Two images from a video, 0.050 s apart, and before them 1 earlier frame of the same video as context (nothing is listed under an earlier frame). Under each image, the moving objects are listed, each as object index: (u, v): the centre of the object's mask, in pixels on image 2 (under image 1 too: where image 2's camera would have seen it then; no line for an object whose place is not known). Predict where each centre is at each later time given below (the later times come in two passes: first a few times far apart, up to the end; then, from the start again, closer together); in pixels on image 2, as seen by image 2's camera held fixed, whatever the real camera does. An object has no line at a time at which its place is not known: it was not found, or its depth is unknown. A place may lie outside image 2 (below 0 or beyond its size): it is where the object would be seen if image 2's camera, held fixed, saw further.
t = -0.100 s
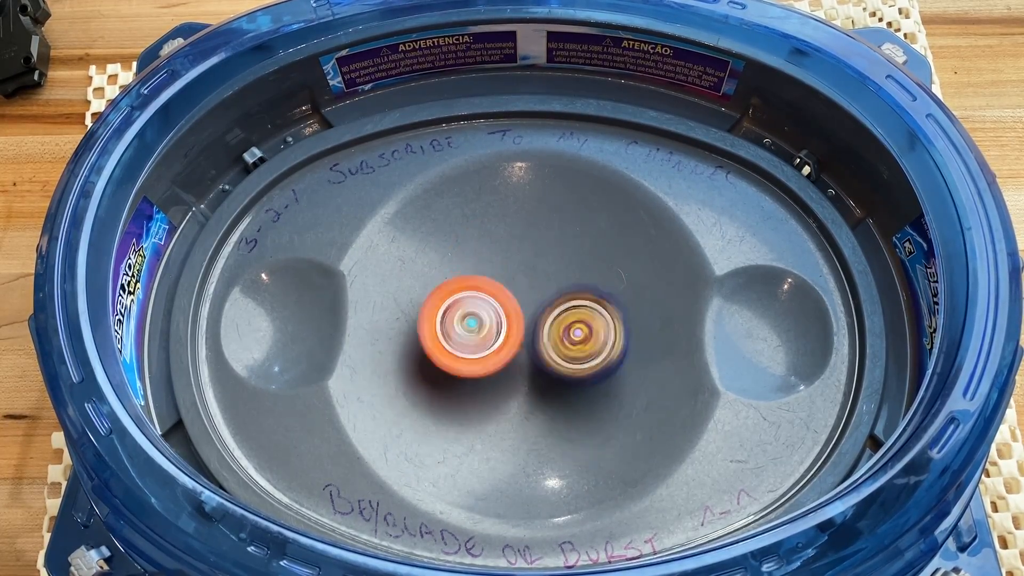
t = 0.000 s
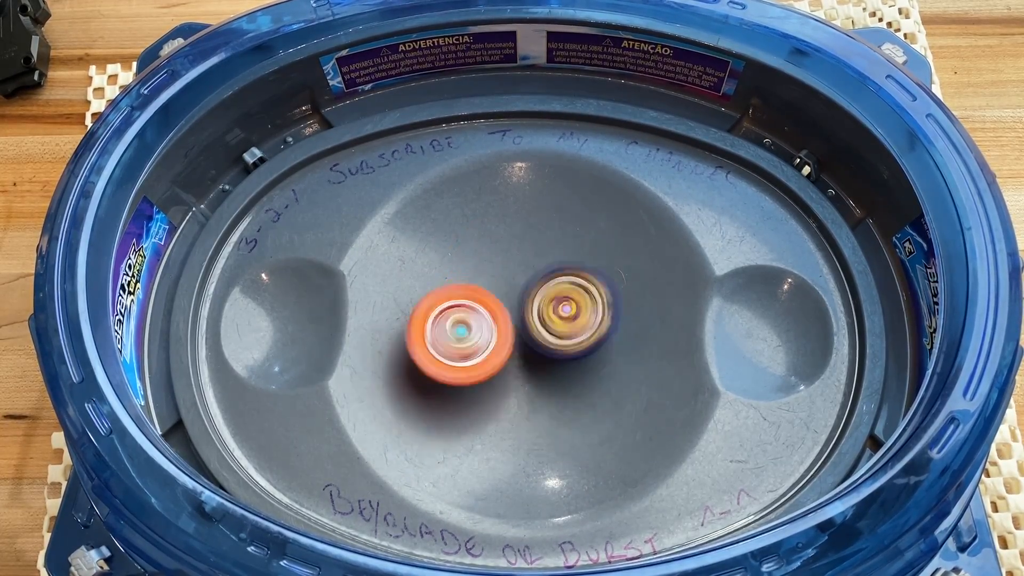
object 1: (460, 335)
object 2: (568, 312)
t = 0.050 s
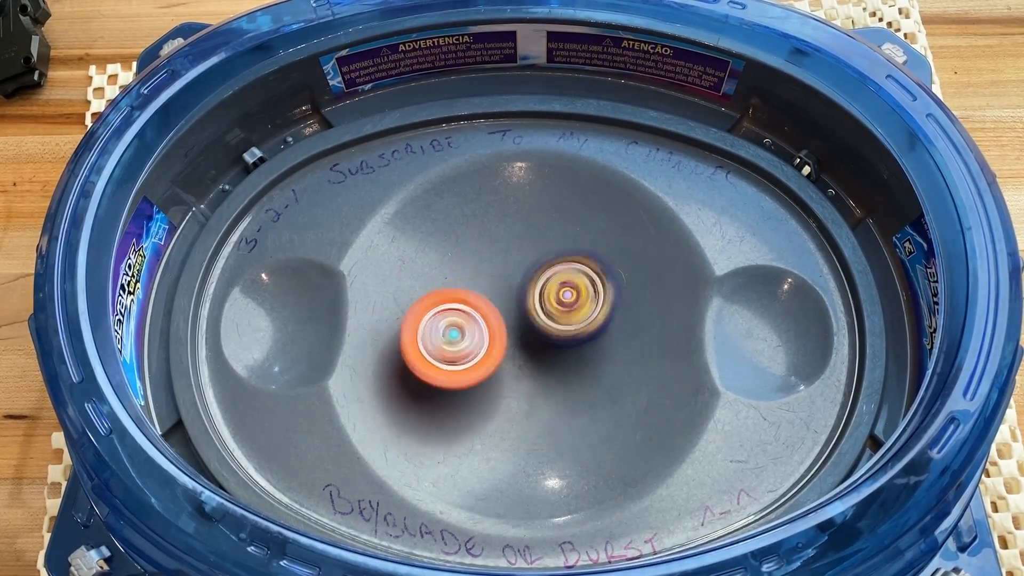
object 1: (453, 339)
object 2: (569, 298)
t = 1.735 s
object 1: (555, 391)
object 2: (490, 269)
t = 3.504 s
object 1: (551, 266)
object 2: (493, 351)
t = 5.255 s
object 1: (481, 277)
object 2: (538, 366)
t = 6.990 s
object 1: (469, 322)
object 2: (584, 343)
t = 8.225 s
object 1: (481, 345)
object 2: (563, 357)
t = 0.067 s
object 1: (451, 341)
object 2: (570, 293)
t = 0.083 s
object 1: (450, 343)
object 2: (570, 290)
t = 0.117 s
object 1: (449, 346)
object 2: (571, 283)
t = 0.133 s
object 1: (449, 347)
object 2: (572, 281)
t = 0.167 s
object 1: (451, 350)
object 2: (570, 277)
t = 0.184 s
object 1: (452, 352)
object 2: (570, 275)
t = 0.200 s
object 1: (454, 352)
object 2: (570, 275)
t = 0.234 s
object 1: (458, 354)
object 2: (568, 274)
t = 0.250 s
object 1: (460, 355)
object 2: (566, 273)
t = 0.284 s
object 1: (466, 356)
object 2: (563, 273)
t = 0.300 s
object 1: (470, 355)
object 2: (561, 276)
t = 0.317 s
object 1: (473, 356)
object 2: (559, 275)
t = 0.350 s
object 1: (478, 355)
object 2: (554, 278)
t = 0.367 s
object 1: (481, 354)
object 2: (552, 277)
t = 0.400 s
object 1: (477, 359)
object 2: (554, 270)
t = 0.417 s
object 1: (473, 365)
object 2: (560, 264)
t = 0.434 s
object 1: (471, 370)
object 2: (565, 259)
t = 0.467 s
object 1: (470, 376)
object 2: (572, 256)
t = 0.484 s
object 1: (472, 378)
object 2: (575, 255)
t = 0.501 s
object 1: (474, 382)
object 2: (579, 256)
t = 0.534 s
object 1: (477, 387)
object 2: (586, 258)
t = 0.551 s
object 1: (479, 388)
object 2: (587, 261)
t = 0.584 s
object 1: (483, 391)
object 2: (589, 268)
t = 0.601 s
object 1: (487, 392)
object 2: (590, 273)
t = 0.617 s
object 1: (489, 392)
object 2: (589, 277)
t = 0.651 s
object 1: (495, 393)
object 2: (584, 286)
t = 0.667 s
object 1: (499, 391)
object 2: (581, 292)
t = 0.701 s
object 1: (505, 389)
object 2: (574, 300)
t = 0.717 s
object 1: (507, 388)
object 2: (571, 303)
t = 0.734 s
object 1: (504, 390)
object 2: (569, 300)
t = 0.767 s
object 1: (503, 390)
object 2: (567, 298)
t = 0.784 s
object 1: (505, 390)
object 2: (565, 300)
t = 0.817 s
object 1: (504, 393)
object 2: (557, 298)
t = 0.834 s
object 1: (503, 394)
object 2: (555, 294)
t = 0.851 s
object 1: (504, 392)
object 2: (552, 292)
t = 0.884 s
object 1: (507, 394)
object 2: (548, 288)
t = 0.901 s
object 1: (509, 395)
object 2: (547, 286)
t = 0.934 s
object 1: (508, 394)
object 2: (543, 283)
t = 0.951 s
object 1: (509, 393)
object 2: (540, 282)
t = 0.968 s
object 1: (511, 392)
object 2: (539, 282)
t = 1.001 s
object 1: (512, 389)
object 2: (536, 281)
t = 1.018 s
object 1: (513, 387)
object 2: (535, 280)
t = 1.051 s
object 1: (514, 385)
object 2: (532, 280)
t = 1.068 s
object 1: (514, 384)
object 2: (530, 279)
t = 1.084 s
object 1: (514, 383)
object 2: (530, 278)
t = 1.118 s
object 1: (515, 382)
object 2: (527, 273)
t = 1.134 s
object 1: (515, 383)
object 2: (525, 269)
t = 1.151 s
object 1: (514, 383)
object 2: (524, 266)
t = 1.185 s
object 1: (517, 380)
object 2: (523, 260)
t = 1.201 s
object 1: (520, 379)
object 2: (523, 258)
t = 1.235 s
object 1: (521, 379)
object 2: (523, 255)
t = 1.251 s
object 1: (521, 378)
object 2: (523, 256)
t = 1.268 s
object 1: (522, 375)
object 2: (524, 256)
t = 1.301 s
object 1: (525, 372)
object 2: (525, 259)
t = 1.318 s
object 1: (527, 369)
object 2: (525, 262)
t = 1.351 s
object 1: (527, 371)
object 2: (524, 262)
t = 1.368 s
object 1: (528, 376)
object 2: (524, 258)
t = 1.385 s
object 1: (526, 379)
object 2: (525, 256)
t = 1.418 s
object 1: (527, 381)
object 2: (526, 255)
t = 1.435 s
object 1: (529, 380)
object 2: (526, 256)
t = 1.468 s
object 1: (532, 380)
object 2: (528, 261)
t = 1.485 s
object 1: (534, 380)
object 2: (529, 264)
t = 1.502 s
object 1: (534, 380)
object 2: (528, 268)
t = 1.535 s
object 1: (537, 379)
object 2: (527, 275)
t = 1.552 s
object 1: (538, 382)
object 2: (523, 276)
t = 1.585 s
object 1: (540, 382)
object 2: (519, 279)
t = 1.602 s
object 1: (542, 384)
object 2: (515, 278)
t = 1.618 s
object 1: (544, 388)
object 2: (510, 276)
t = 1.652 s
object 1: (547, 390)
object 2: (503, 273)
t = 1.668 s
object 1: (550, 391)
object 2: (501, 272)
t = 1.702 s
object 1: (553, 392)
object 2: (495, 270)
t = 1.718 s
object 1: (554, 393)
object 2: (493, 269)
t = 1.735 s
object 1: (555, 391)
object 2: (490, 269)
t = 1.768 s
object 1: (558, 390)
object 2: (487, 270)
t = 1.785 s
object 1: (560, 389)
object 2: (487, 271)
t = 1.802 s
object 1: (560, 387)
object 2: (486, 270)
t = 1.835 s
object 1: (562, 384)
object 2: (484, 275)
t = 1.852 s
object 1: (562, 382)
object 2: (483, 276)
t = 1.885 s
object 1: (562, 377)
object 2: (484, 282)
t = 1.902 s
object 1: (562, 374)
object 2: (484, 284)
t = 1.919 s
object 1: (561, 372)
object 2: (484, 289)
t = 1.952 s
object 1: (561, 369)
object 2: (482, 294)
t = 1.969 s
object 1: (562, 368)
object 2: (482, 296)
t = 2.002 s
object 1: (562, 366)
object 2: (477, 300)
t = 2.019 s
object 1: (564, 365)
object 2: (477, 301)
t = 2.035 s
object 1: (566, 365)
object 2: (474, 300)
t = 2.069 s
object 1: (570, 364)
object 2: (469, 302)
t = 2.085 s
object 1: (570, 362)
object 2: (466, 303)
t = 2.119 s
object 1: (576, 358)
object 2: (467, 303)
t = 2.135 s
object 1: (576, 357)
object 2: (465, 305)
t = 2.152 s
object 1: (578, 356)
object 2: (467, 305)
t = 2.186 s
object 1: (578, 351)
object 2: (468, 309)
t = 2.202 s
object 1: (580, 349)
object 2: (469, 309)
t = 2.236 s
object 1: (580, 345)
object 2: (474, 312)
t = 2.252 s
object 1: (580, 345)
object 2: (475, 313)
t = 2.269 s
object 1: (584, 345)
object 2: (470, 312)
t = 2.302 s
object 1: (588, 344)
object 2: (467, 312)
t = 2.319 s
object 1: (590, 342)
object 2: (469, 314)
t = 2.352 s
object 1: (592, 338)
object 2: (471, 314)
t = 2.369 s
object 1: (594, 336)
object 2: (475, 315)
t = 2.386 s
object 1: (594, 335)
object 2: (477, 314)
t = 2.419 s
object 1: (595, 331)
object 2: (482, 315)
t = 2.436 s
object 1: (594, 328)
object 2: (483, 315)
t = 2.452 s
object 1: (597, 327)
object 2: (485, 317)
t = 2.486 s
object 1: (600, 326)
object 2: (487, 322)
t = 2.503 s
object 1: (598, 324)
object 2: (491, 325)
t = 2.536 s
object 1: (603, 321)
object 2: (491, 327)
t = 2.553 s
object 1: (604, 320)
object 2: (492, 330)
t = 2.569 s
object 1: (602, 319)
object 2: (492, 332)
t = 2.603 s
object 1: (605, 316)
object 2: (491, 335)
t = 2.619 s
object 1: (606, 314)
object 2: (491, 336)
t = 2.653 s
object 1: (604, 311)
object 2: (490, 339)
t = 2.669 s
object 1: (605, 310)
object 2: (489, 339)
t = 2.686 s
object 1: (604, 309)
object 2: (491, 342)
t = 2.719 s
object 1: (602, 308)
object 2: (492, 343)
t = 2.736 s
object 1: (599, 307)
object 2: (494, 345)
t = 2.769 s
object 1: (596, 305)
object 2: (496, 344)
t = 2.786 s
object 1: (597, 303)
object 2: (496, 347)
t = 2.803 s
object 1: (597, 303)
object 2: (495, 347)
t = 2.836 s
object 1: (595, 302)
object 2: (493, 351)
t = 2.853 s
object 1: (596, 301)
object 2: (490, 352)
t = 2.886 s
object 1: (593, 298)
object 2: (485, 354)
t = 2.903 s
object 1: (591, 297)
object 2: (483, 354)
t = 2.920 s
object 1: (590, 295)
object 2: (481, 356)
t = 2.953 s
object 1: (587, 292)
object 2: (479, 354)
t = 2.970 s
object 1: (585, 292)
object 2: (478, 355)
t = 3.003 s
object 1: (579, 290)
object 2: (477, 352)
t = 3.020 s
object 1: (577, 290)
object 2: (479, 352)
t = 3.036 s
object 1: (574, 289)
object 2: (480, 349)
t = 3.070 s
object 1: (568, 289)
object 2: (481, 348)
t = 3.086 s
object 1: (571, 287)
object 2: (480, 348)
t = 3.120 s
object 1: (573, 283)
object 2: (477, 348)
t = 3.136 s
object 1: (573, 283)
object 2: (475, 348)
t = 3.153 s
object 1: (571, 282)
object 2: (475, 348)
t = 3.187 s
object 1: (566, 278)
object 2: (476, 346)
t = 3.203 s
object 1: (565, 275)
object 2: (476, 345)
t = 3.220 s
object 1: (564, 275)
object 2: (479, 344)
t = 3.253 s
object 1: (561, 274)
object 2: (480, 341)
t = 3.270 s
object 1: (563, 271)
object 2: (480, 344)
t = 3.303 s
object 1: (563, 270)
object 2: (480, 346)
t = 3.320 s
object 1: (562, 270)
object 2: (481, 348)
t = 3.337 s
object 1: (559, 269)
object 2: (480, 349)
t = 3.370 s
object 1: (556, 265)
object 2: (484, 350)
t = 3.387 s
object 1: (555, 264)
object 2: (484, 348)
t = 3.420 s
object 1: (553, 266)
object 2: (487, 349)
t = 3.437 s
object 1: (550, 267)
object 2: (489, 348)
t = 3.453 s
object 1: (550, 265)
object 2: (489, 349)
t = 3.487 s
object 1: (550, 266)
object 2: (494, 350)
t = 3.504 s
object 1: (551, 266)
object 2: (493, 351)
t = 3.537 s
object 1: (550, 267)
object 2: (496, 355)
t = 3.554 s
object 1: (549, 267)
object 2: (497, 356)
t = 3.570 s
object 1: (551, 264)
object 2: (496, 362)
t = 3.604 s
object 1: (554, 262)
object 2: (498, 366)
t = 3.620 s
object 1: (554, 264)
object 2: (498, 368)
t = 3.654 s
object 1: (551, 261)
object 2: (499, 373)
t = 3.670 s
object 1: (551, 261)
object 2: (499, 375)
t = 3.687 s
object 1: (551, 260)
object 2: (502, 376)
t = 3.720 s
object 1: (553, 262)
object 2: (503, 375)
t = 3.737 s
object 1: (551, 264)
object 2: (504, 376)
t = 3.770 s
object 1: (549, 266)
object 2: (507, 376)
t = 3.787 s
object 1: (548, 267)
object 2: (511, 375)
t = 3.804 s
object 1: (548, 267)
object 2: (514, 371)
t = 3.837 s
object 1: (547, 273)
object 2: (516, 369)
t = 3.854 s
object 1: (550, 268)
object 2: (515, 374)
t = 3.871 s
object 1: (553, 266)
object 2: (516, 379)
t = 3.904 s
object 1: (555, 266)
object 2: (520, 382)
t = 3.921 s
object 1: (554, 269)
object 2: (522, 381)
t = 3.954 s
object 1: (547, 268)
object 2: (520, 381)
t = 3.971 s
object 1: (545, 266)
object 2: (520, 379)
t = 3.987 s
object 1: (545, 266)
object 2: (522, 378)
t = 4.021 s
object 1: (543, 270)
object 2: (526, 372)
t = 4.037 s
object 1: (543, 269)
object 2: (525, 372)
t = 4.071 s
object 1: (543, 268)
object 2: (529, 370)
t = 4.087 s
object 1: (543, 268)
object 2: (528, 370)
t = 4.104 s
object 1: (543, 268)
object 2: (529, 370)
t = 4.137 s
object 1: (541, 265)
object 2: (531, 369)
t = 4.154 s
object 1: (540, 263)
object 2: (531, 368)
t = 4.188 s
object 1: (535, 263)
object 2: (532, 369)
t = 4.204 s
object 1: (534, 261)
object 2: (534, 370)
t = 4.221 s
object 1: (533, 261)
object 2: (536, 368)
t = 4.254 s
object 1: (530, 260)
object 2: (532, 364)
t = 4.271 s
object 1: (529, 261)
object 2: (533, 363)
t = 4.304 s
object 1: (528, 257)
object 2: (538, 366)
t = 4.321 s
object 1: (527, 256)
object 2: (539, 365)
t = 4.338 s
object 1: (527, 257)
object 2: (538, 365)
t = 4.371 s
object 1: (522, 261)
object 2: (538, 364)
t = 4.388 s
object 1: (519, 260)
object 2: (540, 364)
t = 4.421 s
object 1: (517, 259)
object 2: (539, 361)
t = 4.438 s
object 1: (516, 261)
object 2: (537, 361)
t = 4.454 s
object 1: (516, 259)
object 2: (538, 363)
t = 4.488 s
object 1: (514, 260)
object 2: (543, 362)
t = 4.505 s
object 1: (514, 261)
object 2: (540, 361)
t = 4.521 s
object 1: (512, 261)
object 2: (538, 363)
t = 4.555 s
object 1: (510, 260)
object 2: (539, 363)
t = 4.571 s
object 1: (509, 262)
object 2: (539, 364)
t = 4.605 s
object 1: (505, 263)
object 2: (538, 360)
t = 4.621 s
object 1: (503, 261)
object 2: (536, 359)
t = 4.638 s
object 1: (502, 259)
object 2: (538, 361)
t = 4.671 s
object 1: (501, 259)
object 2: (539, 358)
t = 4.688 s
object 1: (501, 262)
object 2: (537, 356)
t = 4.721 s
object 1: (497, 254)
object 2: (542, 365)
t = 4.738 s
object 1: (497, 251)
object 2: (543, 367)
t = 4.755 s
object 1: (497, 251)
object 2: (542, 370)
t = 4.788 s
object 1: (495, 253)
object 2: (544, 372)
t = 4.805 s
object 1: (493, 253)
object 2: (543, 374)
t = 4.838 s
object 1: (490, 253)
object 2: (541, 376)
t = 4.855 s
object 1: (489, 253)
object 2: (543, 376)
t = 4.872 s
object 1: (488, 253)
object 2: (543, 375)
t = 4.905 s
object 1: (489, 256)
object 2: (537, 373)
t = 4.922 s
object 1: (488, 257)
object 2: (539, 374)
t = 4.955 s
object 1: (488, 262)
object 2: (537, 369)
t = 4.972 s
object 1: (488, 264)
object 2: (535, 366)
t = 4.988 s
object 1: (488, 266)
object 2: (535, 364)
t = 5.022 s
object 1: (487, 261)
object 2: (536, 368)
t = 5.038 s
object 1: (487, 258)
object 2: (539, 371)
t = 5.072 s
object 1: (487, 255)
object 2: (543, 375)
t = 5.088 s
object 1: (488, 257)
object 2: (542, 374)
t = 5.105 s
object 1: (488, 260)
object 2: (541, 373)
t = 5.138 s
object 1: (484, 266)
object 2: (541, 374)
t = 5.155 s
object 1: (481, 268)
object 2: (540, 373)
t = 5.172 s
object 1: (479, 269)
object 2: (541, 373)
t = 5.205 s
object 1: (480, 270)
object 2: (541, 369)
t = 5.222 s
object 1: (481, 273)
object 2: (540, 366)
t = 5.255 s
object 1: (481, 277)
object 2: (538, 366)
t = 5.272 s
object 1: (480, 276)
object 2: (538, 367)
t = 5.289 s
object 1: (481, 276)
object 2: (539, 366)
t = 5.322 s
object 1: (481, 276)
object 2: (544, 366)
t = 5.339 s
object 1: (481, 276)
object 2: (544, 362)
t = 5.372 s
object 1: (481, 281)
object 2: (543, 361)
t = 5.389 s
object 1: (480, 280)
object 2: (540, 365)
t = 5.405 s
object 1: (480, 279)
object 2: (542, 367)
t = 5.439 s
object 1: (481, 280)
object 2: (545, 368)
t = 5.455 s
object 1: (481, 280)
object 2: (545, 368)
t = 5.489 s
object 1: (481, 284)
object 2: (546, 366)
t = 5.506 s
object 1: (479, 281)
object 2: (548, 369)
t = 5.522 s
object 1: (478, 279)
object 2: (550, 371)
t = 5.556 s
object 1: (481, 278)
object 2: (555, 370)
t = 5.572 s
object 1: (484, 278)
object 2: (552, 370)
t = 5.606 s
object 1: (486, 285)
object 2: (550, 369)
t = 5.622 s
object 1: (485, 288)
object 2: (550, 370)
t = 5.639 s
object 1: (484, 291)
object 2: (549, 370)
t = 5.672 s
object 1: (482, 294)
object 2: (555, 366)
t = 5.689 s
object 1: (477, 289)
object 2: (557, 366)
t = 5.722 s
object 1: (474, 282)
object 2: (562, 367)
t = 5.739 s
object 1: (472, 281)
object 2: (564, 367)
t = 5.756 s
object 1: (473, 280)
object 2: (564, 366)
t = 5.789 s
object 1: (477, 282)
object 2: (566, 365)
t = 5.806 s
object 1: (478, 286)
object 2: (565, 365)
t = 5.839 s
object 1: (477, 294)
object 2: (567, 361)
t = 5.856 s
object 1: (475, 298)
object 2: (565, 359)
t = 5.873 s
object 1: (473, 301)
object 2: (564, 357)
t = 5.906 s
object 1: (468, 305)
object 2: (560, 353)
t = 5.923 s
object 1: (466, 304)
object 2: (558, 353)
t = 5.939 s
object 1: (465, 304)
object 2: (555, 352)
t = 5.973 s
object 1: (466, 304)
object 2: (551, 352)
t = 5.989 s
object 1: (466, 305)
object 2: (550, 353)
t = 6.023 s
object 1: (462, 303)
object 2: (558, 353)
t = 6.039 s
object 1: (462, 303)
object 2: (560, 353)
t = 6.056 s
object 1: (463, 302)
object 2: (562, 352)
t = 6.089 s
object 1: (468, 303)
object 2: (560, 348)
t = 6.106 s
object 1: (464, 301)
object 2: (565, 349)
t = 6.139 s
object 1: (460, 298)
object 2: (574, 348)
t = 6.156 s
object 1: (461, 298)
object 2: (574, 346)
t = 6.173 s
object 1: (462, 297)
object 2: (575, 343)
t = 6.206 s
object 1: (465, 298)
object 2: (571, 339)
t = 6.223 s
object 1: (467, 301)
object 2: (567, 336)
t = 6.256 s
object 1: (470, 306)
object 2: (562, 335)
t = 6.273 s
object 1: (471, 308)
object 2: (560, 334)
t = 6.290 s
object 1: (470, 309)
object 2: (560, 334)
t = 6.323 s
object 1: (469, 312)
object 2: (562, 331)
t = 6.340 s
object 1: (468, 313)
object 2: (566, 330)
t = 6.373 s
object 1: (465, 313)
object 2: (569, 328)
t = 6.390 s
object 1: (463, 311)
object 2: (572, 328)
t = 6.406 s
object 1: (462, 310)
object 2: (575, 328)
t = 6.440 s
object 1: (462, 309)
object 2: (578, 328)
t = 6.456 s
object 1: (464, 310)
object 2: (578, 328)
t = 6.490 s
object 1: (465, 314)
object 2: (578, 329)
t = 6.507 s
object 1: (463, 316)
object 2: (578, 330)
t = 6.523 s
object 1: (462, 318)
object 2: (578, 332)
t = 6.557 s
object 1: (462, 319)
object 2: (579, 336)
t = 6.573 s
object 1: (464, 319)
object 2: (581, 339)
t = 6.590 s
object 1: (465, 321)
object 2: (581, 339)
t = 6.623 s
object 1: (468, 324)
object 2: (578, 340)
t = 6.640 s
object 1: (469, 326)
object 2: (575, 342)
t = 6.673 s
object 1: (469, 328)
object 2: (572, 345)
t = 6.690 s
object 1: (469, 328)
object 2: (571, 345)
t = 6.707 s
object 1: (468, 328)
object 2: (571, 347)
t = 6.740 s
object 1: (468, 327)
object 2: (574, 347)
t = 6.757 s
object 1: (470, 327)
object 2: (573, 347)
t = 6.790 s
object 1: (468, 324)
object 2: (581, 348)
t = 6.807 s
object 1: (465, 322)
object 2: (583, 349)
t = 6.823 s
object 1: (465, 321)
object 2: (588, 349)
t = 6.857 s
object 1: (464, 320)
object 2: (593, 348)
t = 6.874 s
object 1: (463, 319)
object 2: (594, 347)
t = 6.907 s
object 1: (463, 318)
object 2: (595, 344)
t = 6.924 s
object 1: (466, 319)
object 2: (594, 345)
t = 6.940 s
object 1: (467, 321)
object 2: (591, 343)
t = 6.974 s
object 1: (468, 323)
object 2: (587, 342)
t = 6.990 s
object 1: (469, 322)
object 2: (584, 343)
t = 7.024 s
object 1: (473, 320)
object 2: (579, 343)
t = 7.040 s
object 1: (475, 321)
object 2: (577, 344)
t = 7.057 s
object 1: (477, 322)
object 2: (575, 344)
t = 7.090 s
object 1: (464, 316)
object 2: (593, 346)
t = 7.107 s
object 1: (460, 312)
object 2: (600, 346)
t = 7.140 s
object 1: (457, 303)
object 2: (608, 343)
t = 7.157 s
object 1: (459, 300)
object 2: (610, 344)
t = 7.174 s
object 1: (461, 298)
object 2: (610, 343)
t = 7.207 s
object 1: (466, 294)
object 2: (609, 344)
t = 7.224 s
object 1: (470, 292)
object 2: (606, 341)
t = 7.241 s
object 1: (474, 291)
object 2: (602, 343)
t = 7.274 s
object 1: (485, 291)
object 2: (595, 342)
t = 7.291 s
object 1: (492, 293)
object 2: (589, 343)
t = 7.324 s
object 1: (503, 301)
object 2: (578, 346)
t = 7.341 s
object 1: (505, 307)
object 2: (574, 348)
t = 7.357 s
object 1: (502, 310)
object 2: (571, 353)
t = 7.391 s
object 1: (498, 315)
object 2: (569, 359)
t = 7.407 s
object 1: (499, 310)
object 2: (574, 367)
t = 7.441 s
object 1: (496, 302)
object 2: (585, 387)
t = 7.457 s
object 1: (493, 300)
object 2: (589, 392)
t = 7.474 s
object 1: (490, 297)
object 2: (592, 396)
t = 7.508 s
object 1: (487, 294)
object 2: (591, 400)
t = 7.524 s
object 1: (487, 294)
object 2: (591, 403)
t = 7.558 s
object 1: (485, 294)
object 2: (589, 402)
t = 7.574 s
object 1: (485, 295)
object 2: (585, 400)
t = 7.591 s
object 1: (486, 297)
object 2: (582, 398)
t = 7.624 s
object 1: (489, 302)
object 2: (576, 394)
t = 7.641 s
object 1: (490, 305)
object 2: (573, 390)
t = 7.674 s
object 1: (492, 313)
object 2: (567, 381)
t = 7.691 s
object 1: (494, 318)
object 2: (563, 376)
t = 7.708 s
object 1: (495, 323)
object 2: (560, 371)
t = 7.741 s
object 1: (495, 331)
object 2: (558, 366)
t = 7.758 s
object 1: (492, 332)
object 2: (560, 365)
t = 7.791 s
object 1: (487, 337)
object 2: (564, 366)
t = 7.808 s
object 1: (486, 340)
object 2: (566, 365)
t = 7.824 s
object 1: (484, 342)
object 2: (567, 365)
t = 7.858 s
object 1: (483, 347)
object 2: (569, 365)
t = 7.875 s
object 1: (483, 348)
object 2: (569, 365)
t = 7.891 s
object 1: (483, 350)
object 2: (569, 365)
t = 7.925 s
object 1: (483, 351)
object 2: (568, 364)
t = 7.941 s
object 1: (483, 351)
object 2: (568, 364)
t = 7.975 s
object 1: (483, 350)
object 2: (568, 364)
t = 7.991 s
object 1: (483, 350)
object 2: (568, 364)
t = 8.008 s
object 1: (482, 350)
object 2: (568, 364)
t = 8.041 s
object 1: (482, 349)
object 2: (568, 364)
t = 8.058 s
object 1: (482, 349)
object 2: (568, 364)
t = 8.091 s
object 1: (482, 348)
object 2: (568, 363)
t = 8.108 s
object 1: (482, 348)
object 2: (568, 363)
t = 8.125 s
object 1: (482, 348)
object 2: (567, 363)
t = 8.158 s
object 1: (481, 347)
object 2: (567, 362)
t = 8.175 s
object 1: (481, 347)
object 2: (566, 361)
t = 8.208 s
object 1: (481, 346)
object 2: (564, 359)
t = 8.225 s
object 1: (481, 345)
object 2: (563, 357)
